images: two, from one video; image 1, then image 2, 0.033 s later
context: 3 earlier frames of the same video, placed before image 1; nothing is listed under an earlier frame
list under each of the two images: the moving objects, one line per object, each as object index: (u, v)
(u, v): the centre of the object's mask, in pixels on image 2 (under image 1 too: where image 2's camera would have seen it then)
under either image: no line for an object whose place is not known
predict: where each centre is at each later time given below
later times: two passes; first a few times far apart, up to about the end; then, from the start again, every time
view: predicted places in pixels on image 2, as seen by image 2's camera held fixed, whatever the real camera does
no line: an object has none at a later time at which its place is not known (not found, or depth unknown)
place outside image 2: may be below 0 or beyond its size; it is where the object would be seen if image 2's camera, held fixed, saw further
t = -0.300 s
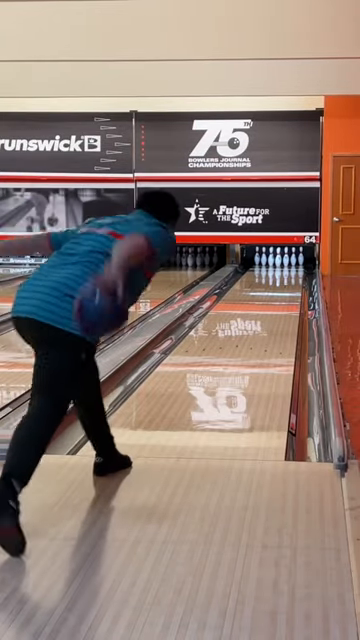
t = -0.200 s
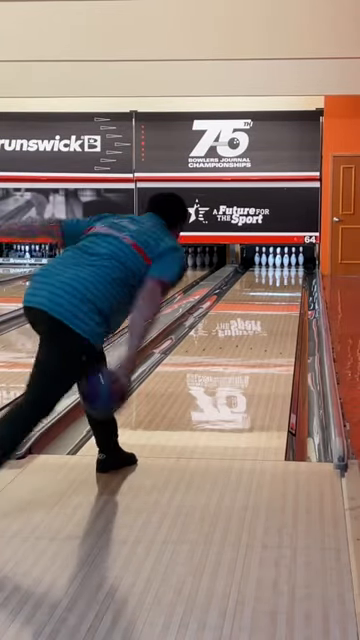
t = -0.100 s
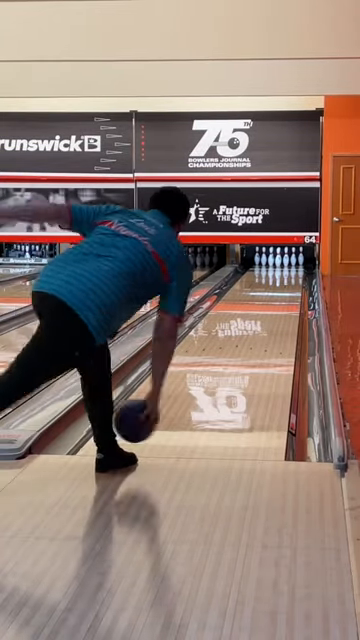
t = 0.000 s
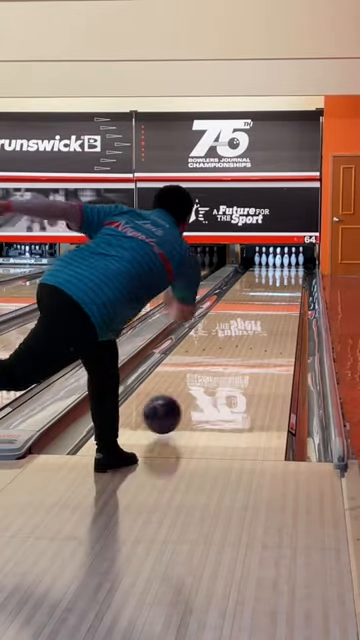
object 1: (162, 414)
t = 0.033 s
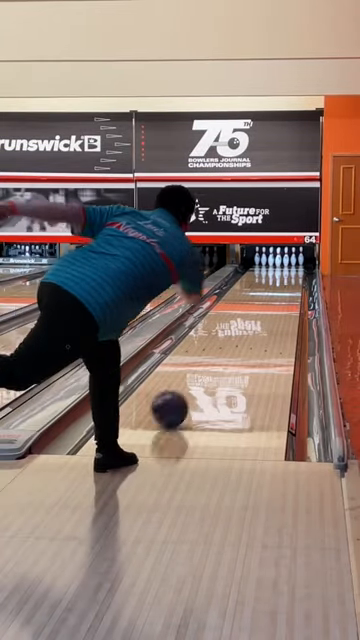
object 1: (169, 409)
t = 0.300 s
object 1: (214, 364)
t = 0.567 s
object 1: (242, 335)
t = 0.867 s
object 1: (263, 313)
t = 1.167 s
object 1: (277, 297)
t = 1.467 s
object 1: (287, 285)
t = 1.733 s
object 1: (292, 278)
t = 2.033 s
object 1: (293, 271)
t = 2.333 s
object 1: (288, 265)
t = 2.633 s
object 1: (282, 262)
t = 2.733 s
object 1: (282, 261)
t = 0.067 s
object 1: (177, 402)
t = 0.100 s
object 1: (183, 396)
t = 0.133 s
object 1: (189, 390)
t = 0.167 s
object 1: (195, 384)
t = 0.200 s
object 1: (200, 378)
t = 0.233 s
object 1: (205, 373)
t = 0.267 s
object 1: (210, 368)
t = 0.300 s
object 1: (214, 364)
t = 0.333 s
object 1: (218, 359)
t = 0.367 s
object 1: (222, 355)
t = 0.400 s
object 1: (226, 352)
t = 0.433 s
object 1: (230, 348)
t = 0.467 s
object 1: (233, 344)
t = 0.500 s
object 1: (237, 341)
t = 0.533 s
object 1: (240, 338)
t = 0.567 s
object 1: (242, 335)
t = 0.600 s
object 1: (245, 332)
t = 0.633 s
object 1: (248, 329)
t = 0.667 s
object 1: (250, 327)
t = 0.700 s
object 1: (252, 324)
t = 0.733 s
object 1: (255, 321)
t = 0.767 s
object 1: (257, 319)
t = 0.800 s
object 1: (259, 317)
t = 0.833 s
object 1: (261, 315)
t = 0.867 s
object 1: (263, 313)
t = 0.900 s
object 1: (265, 311)
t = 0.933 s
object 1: (267, 309)
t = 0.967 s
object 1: (268, 307)
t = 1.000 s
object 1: (270, 305)
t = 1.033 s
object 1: (272, 304)
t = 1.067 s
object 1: (273, 302)
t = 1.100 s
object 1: (274, 300)
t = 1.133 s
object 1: (276, 299)
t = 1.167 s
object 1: (277, 297)
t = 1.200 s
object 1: (278, 296)
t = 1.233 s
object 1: (280, 295)
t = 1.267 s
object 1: (281, 293)
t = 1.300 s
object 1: (282, 292)
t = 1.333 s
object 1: (284, 291)
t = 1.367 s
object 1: (285, 289)
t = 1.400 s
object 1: (286, 288)
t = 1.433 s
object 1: (286, 286)
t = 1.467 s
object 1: (287, 285)
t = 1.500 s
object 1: (288, 284)
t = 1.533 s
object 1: (289, 283)
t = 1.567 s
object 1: (290, 282)
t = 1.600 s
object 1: (290, 281)
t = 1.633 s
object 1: (291, 280)
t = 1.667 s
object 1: (292, 279)
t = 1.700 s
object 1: (292, 278)
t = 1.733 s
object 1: (292, 278)
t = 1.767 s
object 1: (293, 277)
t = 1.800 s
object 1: (293, 276)
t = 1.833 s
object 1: (294, 275)
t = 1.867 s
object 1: (293, 274)
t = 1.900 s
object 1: (294, 273)
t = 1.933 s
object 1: (294, 272)
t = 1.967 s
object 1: (294, 272)
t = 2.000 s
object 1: (293, 271)
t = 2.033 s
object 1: (293, 271)
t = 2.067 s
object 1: (293, 270)
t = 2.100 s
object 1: (293, 269)
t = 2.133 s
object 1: (292, 268)
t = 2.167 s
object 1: (292, 268)
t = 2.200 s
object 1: (291, 268)
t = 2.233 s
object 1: (290, 267)
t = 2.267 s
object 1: (290, 266)
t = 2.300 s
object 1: (289, 266)
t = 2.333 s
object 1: (288, 265)
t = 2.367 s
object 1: (287, 265)
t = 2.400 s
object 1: (287, 264)
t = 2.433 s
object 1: (286, 264)
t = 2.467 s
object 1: (285, 263)
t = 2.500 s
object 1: (284, 262)
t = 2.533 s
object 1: (284, 262)
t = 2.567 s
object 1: (282, 262)
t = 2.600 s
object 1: (283, 262)
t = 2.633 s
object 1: (282, 262)
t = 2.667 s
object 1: (282, 261)
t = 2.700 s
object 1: (282, 261)
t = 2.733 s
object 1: (282, 261)
